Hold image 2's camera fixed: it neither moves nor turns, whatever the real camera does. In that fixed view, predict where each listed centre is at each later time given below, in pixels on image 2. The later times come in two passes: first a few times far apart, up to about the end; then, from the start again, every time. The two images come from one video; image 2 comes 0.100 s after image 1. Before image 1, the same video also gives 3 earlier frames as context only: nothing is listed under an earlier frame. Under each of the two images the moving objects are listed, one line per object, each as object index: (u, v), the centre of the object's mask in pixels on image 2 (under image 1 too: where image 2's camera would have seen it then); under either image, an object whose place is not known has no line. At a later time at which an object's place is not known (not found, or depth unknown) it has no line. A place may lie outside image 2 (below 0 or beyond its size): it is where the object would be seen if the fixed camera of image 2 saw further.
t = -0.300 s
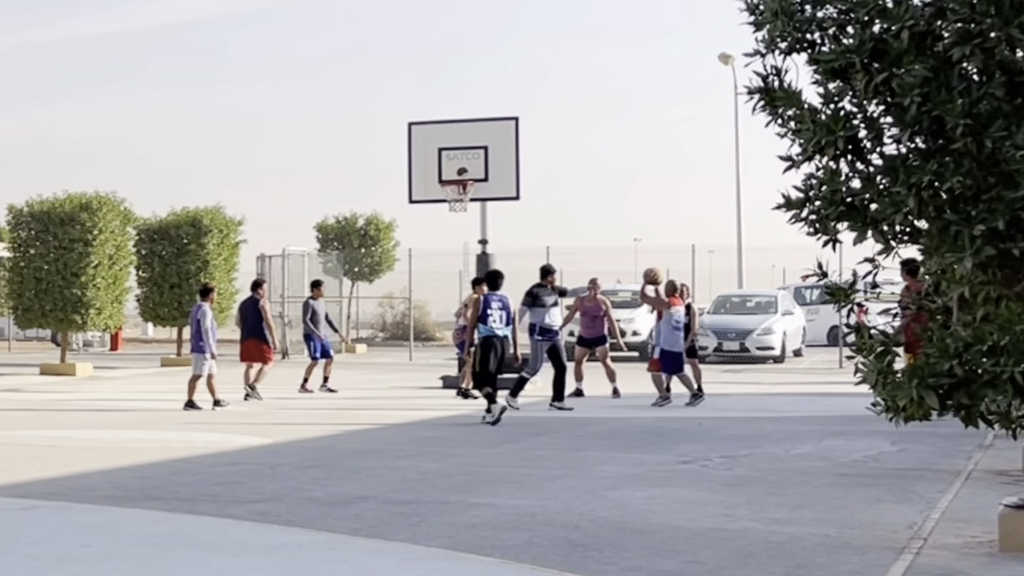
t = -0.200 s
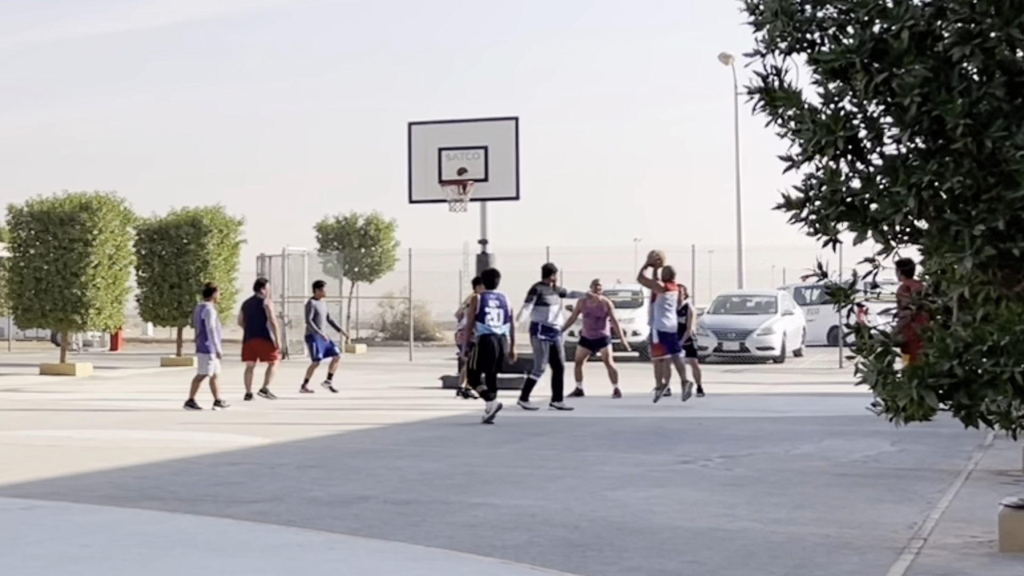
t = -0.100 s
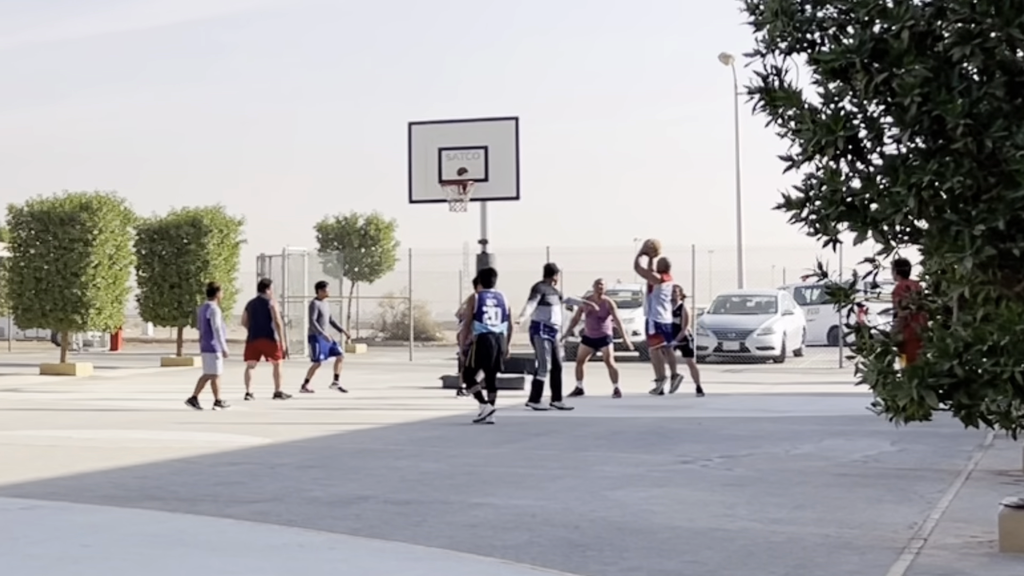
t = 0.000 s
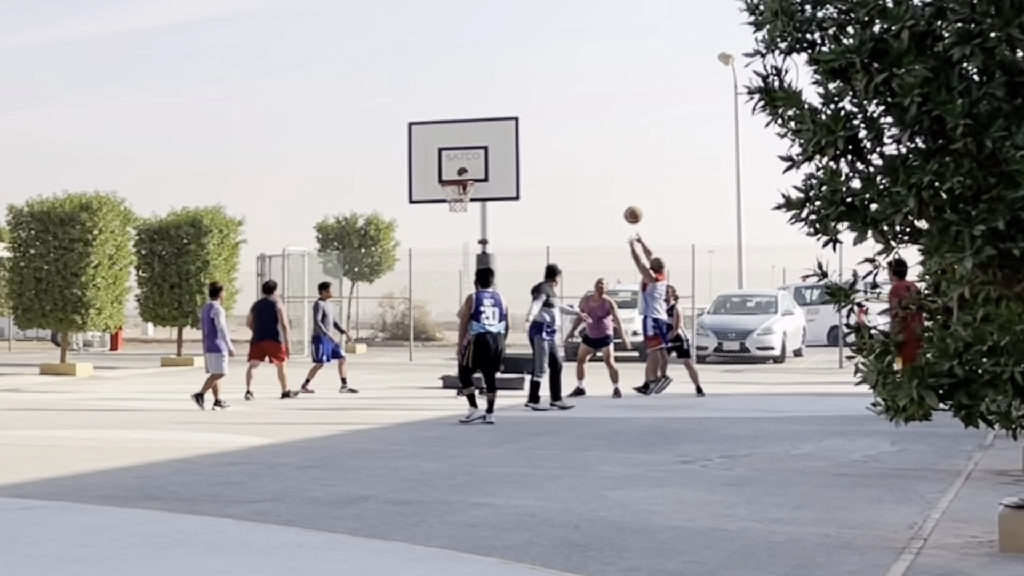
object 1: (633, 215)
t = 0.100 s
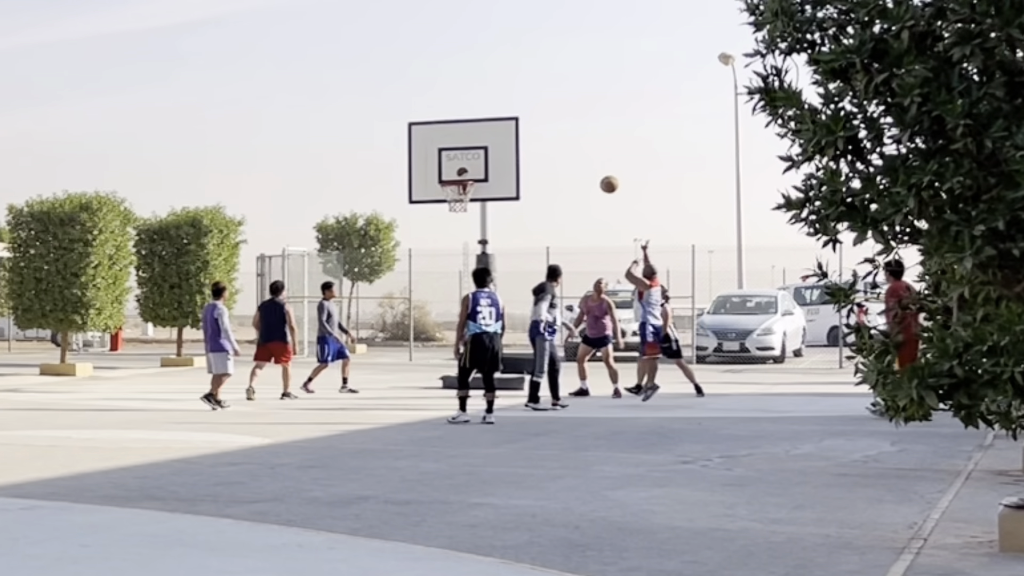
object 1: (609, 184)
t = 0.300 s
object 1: (563, 147)
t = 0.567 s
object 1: (507, 145)
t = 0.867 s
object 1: (463, 167)
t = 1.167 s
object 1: (459, 170)
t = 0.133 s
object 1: (601, 176)
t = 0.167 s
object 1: (593, 168)
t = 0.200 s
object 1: (586, 162)
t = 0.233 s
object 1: (578, 156)
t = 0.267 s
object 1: (571, 151)
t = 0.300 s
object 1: (563, 147)
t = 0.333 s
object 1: (556, 144)
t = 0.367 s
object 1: (549, 142)
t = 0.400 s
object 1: (542, 140)
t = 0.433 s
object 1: (534, 140)
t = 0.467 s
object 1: (527, 140)
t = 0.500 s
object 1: (520, 141)
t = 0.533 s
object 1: (513, 142)
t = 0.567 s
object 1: (507, 145)
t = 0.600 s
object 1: (500, 148)
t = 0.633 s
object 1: (493, 152)
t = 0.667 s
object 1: (487, 156)
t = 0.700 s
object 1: (480, 161)
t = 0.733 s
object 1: (473, 168)
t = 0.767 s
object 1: (467, 175)
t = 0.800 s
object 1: (464, 175)
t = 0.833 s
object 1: (464, 171)
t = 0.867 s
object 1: (463, 167)
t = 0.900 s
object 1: (462, 166)
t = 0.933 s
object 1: (462, 164)
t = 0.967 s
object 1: (461, 164)
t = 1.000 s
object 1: (461, 163)
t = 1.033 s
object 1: (461, 164)
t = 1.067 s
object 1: (460, 165)
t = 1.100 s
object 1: (460, 165)
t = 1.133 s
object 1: (459, 167)
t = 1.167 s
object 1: (459, 170)
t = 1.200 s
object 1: (458, 173)
